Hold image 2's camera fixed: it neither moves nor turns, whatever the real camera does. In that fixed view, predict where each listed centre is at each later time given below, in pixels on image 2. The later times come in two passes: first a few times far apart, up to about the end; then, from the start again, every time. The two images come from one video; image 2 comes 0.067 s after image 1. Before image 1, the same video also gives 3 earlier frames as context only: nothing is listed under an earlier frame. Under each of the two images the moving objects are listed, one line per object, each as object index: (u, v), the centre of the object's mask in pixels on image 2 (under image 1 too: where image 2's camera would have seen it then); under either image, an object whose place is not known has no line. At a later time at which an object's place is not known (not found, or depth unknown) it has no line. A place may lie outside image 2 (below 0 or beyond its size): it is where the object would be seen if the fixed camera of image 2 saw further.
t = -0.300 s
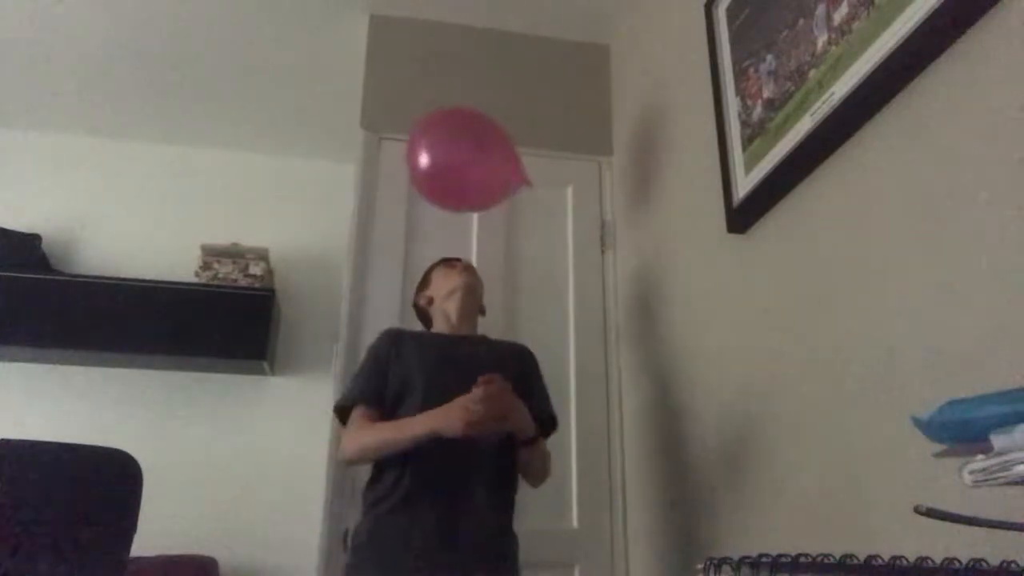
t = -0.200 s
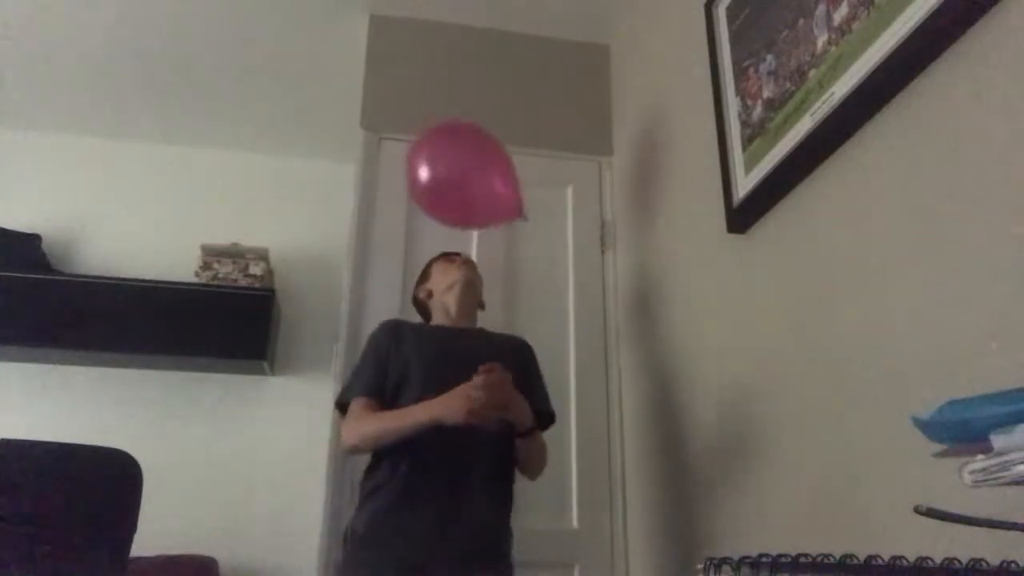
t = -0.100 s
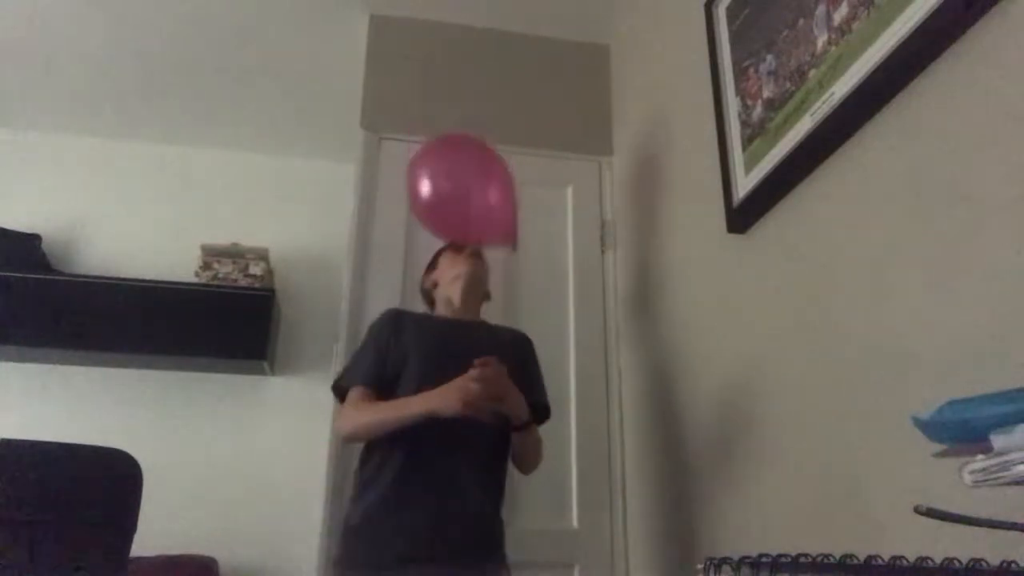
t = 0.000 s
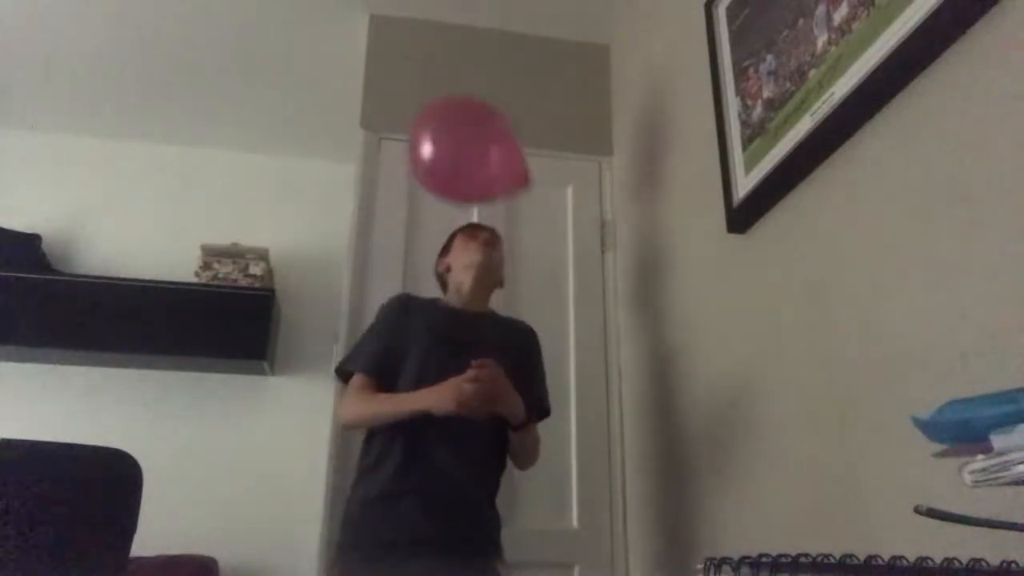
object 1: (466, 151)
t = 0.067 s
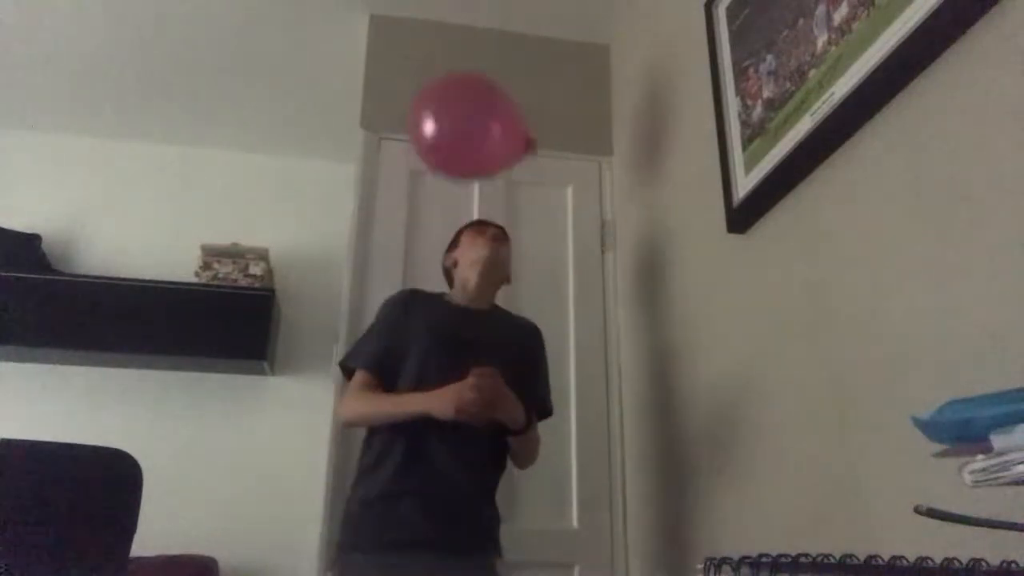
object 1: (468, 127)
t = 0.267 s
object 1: (474, 70)
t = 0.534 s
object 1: (483, 37)
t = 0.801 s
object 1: (489, 35)
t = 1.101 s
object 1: (497, 48)
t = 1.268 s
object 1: (500, 67)
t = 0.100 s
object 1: (469, 116)
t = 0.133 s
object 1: (470, 106)
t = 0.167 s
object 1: (472, 96)
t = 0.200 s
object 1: (472, 88)
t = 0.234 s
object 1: (473, 78)
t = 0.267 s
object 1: (474, 70)
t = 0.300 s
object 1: (474, 62)
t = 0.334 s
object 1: (475, 55)
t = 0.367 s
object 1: (476, 50)
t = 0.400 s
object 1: (478, 46)
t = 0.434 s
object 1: (479, 43)
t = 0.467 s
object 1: (481, 41)
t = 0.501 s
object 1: (481, 38)
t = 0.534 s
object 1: (483, 37)
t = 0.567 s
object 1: (484, 35)
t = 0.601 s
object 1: (485, 34)
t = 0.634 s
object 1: (486, 33)
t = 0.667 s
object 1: (486, 34)
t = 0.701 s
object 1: (487, 34)
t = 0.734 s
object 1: (488, 34)
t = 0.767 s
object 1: (488, 35)
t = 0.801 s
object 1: (489, 35)
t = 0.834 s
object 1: (489, 36)
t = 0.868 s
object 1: (490, 37)
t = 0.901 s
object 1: (491, 38)
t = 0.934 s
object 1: (491, 39)
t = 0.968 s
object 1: (493, 40)
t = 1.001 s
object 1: (493, 41)
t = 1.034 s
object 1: (495, 44)
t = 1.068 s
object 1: (496, 45)
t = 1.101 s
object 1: (497, 48)
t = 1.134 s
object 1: (499, 51)
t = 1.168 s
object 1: (499, 55)
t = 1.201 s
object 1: (499, 58)
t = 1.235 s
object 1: (500, 62)
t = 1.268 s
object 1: (500, 67)
